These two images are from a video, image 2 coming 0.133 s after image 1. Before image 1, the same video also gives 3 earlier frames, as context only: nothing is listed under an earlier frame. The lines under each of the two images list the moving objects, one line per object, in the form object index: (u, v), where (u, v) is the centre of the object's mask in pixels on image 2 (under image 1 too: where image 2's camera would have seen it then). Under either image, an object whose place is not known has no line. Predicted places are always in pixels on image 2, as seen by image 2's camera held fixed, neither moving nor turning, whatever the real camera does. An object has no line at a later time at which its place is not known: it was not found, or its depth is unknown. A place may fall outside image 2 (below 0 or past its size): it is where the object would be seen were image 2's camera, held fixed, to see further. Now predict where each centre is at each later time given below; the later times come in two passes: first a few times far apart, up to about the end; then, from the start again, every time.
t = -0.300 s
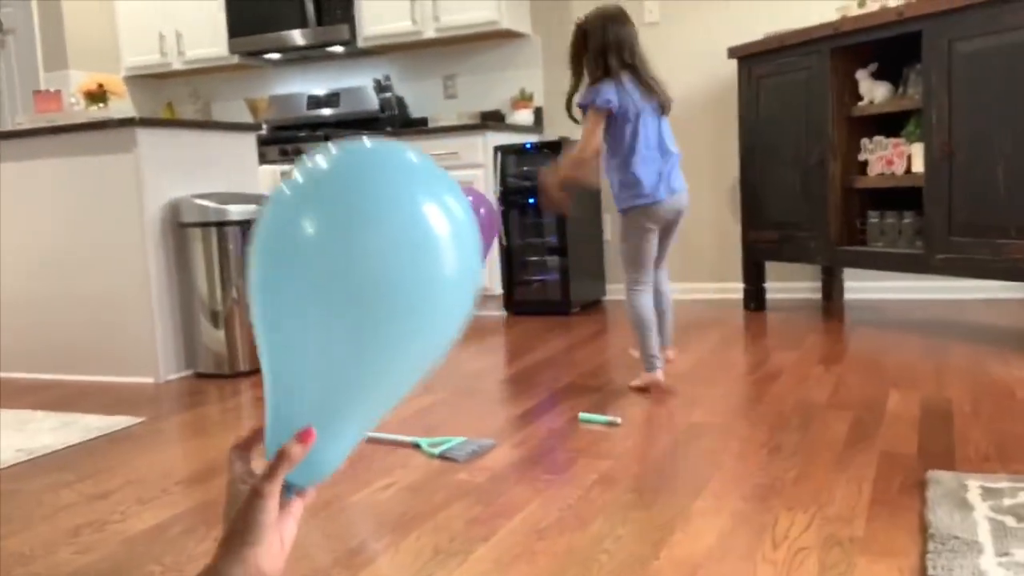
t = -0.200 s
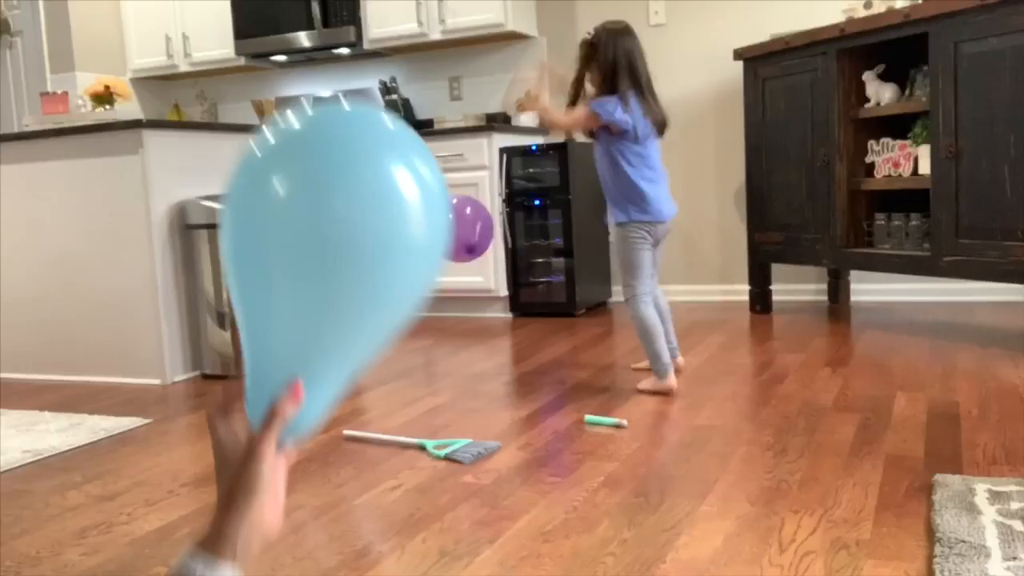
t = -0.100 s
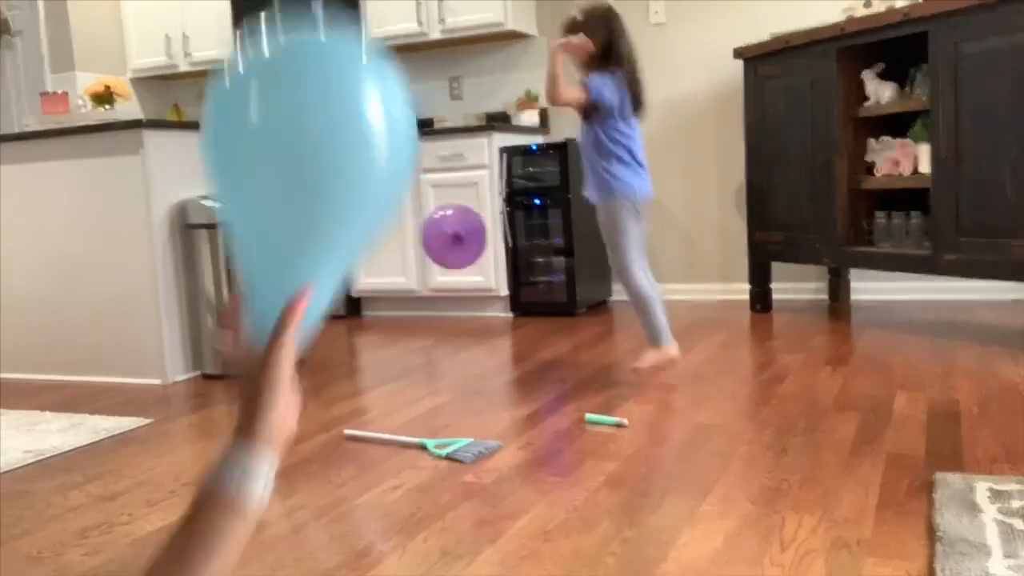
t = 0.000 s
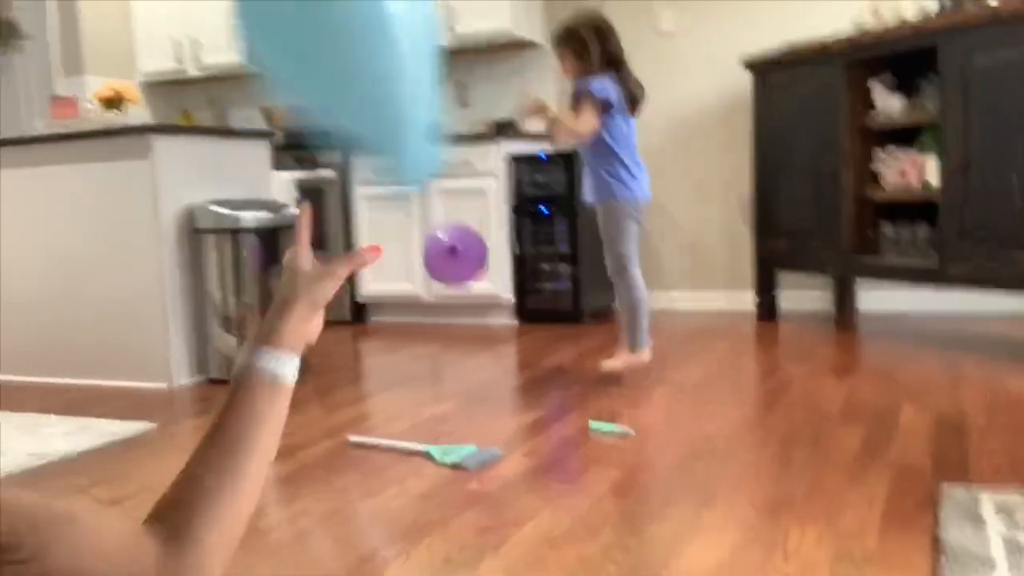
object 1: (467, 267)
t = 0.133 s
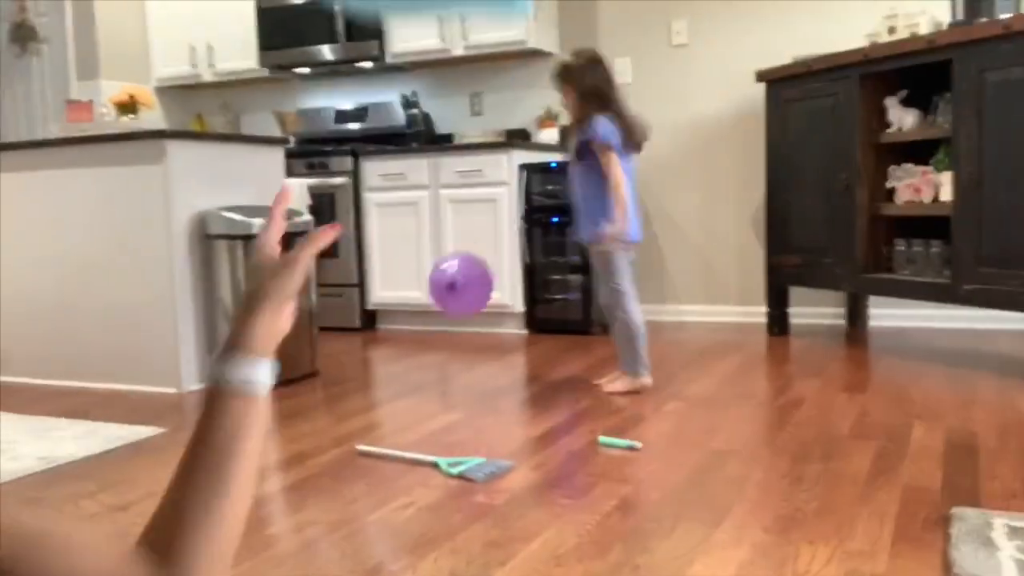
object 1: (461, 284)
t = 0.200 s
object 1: (459, 296)
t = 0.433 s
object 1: (455, 349)
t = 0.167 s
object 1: (460, 289)
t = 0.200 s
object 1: (459, 296)
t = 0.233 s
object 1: (458, 301)
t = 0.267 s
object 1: (458, 307)
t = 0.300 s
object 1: (457, 315)
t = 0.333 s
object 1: (457, 323)
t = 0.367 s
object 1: (456, 333)
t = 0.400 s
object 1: (455, 342)
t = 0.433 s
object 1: (455, 349)
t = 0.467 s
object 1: (456, 351)
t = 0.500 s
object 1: (458, 353)
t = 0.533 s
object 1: (458, 355)
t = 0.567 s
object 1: (459, 351)
